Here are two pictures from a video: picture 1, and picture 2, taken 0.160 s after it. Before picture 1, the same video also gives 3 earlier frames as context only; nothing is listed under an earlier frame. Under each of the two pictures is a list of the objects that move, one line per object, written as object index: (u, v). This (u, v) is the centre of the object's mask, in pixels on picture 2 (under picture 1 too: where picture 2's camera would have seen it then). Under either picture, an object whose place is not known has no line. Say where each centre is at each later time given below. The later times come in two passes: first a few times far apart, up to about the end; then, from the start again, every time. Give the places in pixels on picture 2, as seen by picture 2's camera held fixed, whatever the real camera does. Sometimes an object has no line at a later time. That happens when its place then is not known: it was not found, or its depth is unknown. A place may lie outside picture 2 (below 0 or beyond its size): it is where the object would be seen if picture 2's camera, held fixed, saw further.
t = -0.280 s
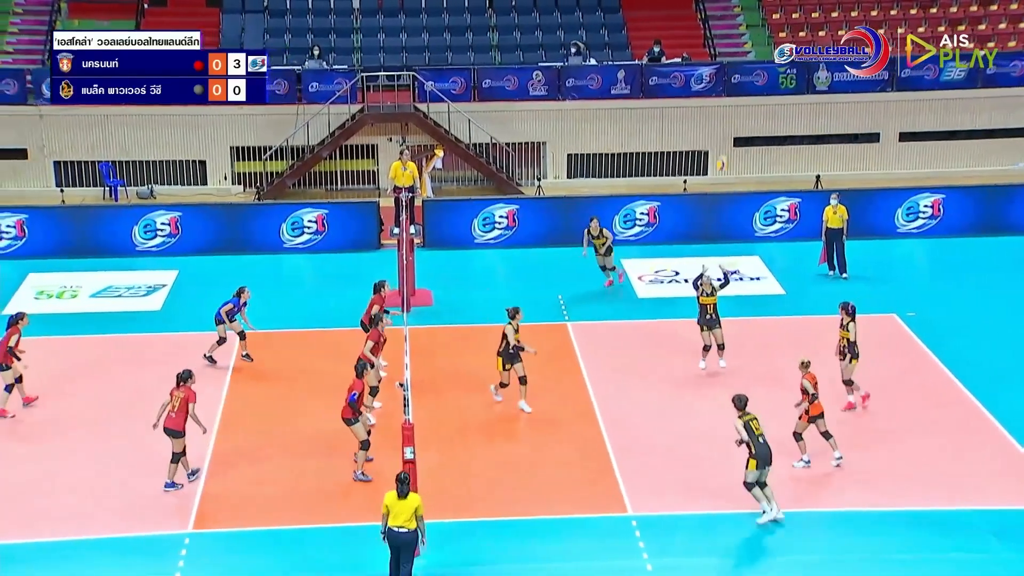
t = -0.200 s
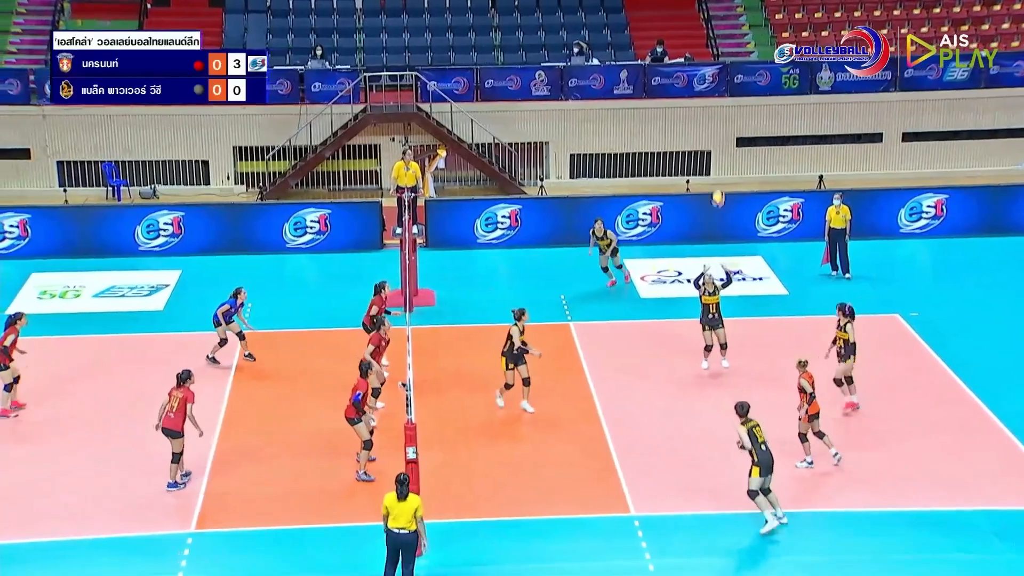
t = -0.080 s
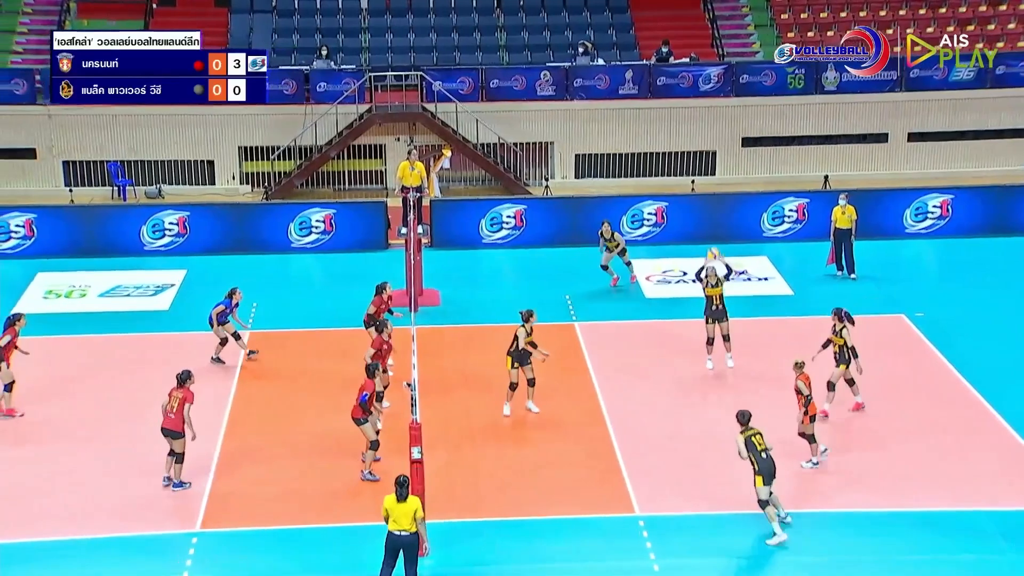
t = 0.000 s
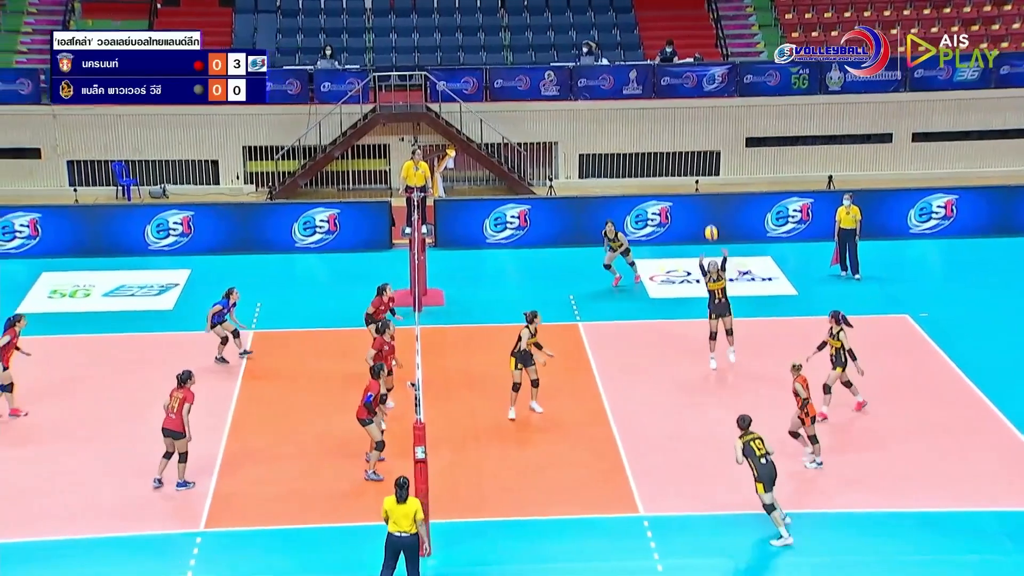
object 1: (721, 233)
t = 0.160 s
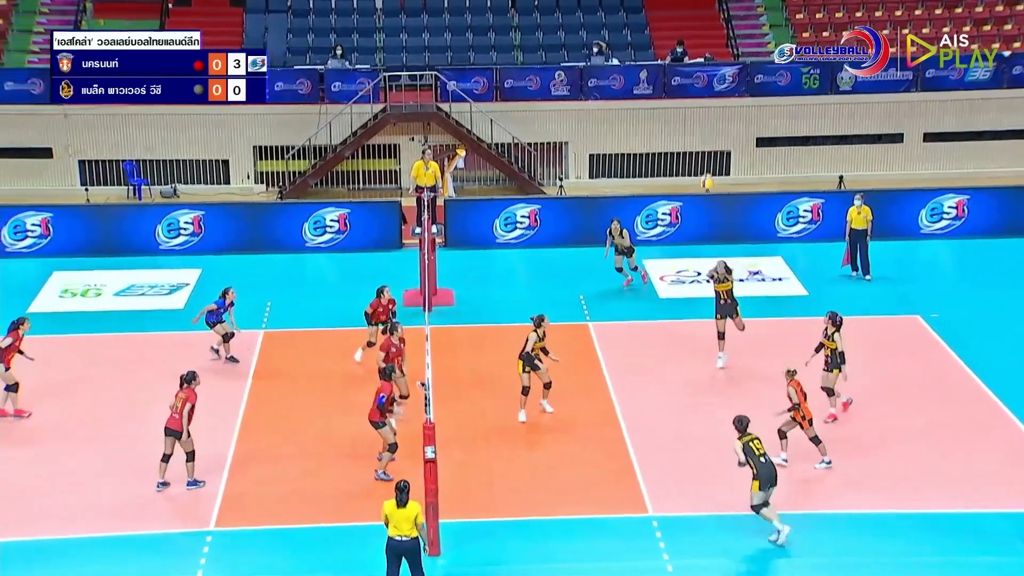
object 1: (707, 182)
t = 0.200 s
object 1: (704, 171)
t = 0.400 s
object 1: (687, 130)
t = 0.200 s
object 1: (704, 171)
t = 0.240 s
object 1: (700, 161)
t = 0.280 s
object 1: (697, 153)
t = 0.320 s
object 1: (694, 144)
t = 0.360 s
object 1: (691, 137)
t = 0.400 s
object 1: (687, 130)
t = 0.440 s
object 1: (684, 125)
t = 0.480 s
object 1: (681, 121)
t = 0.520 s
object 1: (677, 118)
